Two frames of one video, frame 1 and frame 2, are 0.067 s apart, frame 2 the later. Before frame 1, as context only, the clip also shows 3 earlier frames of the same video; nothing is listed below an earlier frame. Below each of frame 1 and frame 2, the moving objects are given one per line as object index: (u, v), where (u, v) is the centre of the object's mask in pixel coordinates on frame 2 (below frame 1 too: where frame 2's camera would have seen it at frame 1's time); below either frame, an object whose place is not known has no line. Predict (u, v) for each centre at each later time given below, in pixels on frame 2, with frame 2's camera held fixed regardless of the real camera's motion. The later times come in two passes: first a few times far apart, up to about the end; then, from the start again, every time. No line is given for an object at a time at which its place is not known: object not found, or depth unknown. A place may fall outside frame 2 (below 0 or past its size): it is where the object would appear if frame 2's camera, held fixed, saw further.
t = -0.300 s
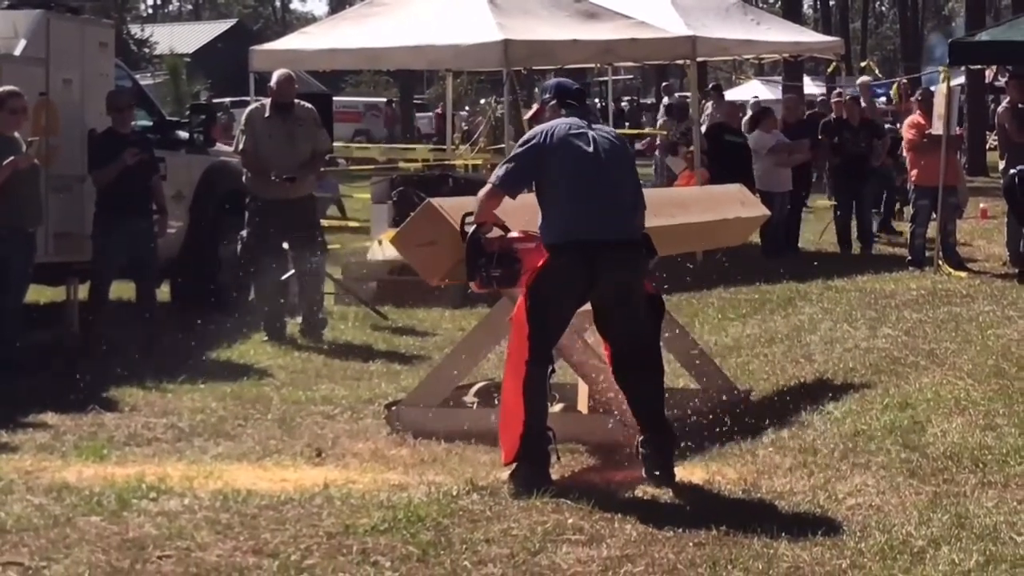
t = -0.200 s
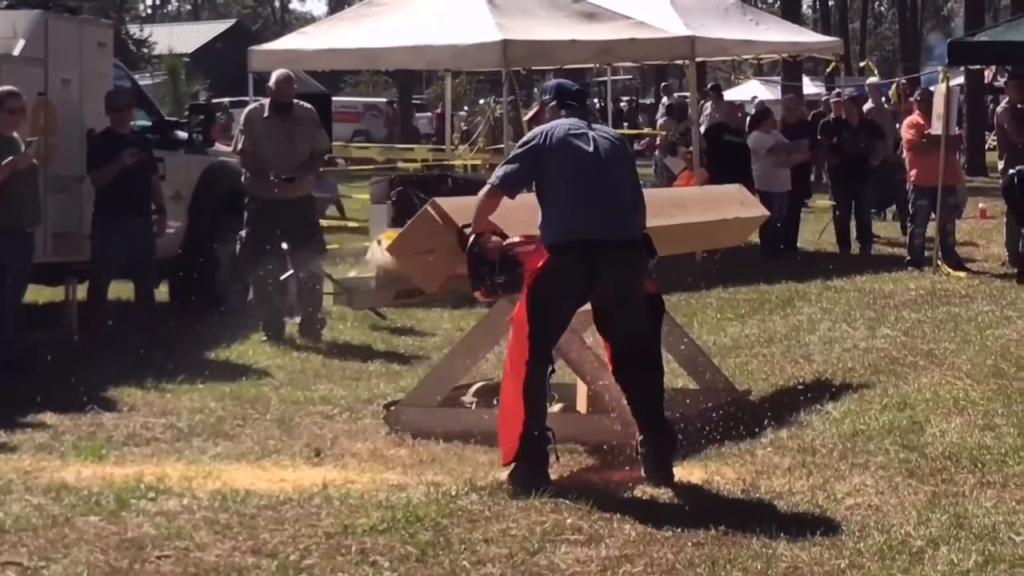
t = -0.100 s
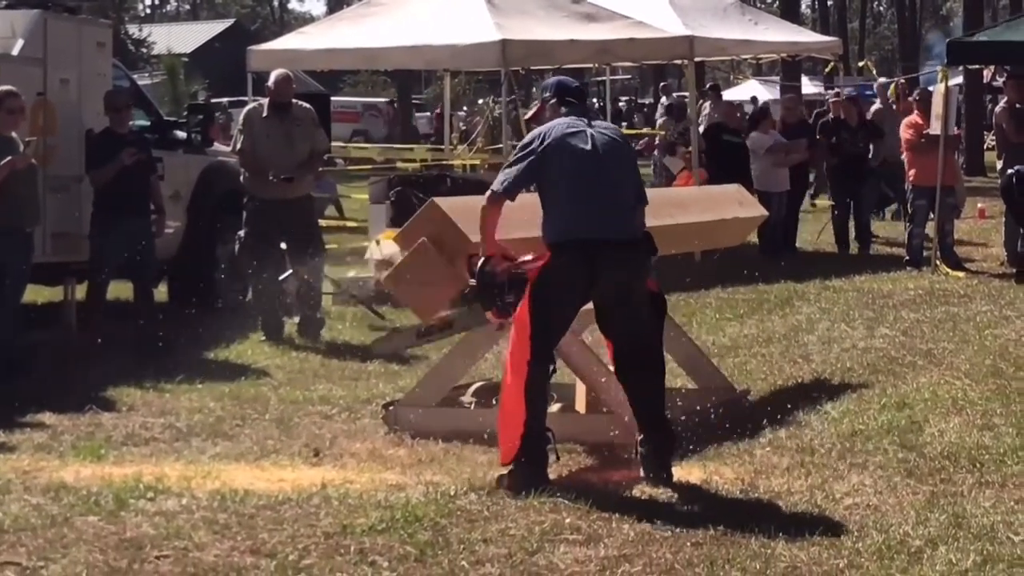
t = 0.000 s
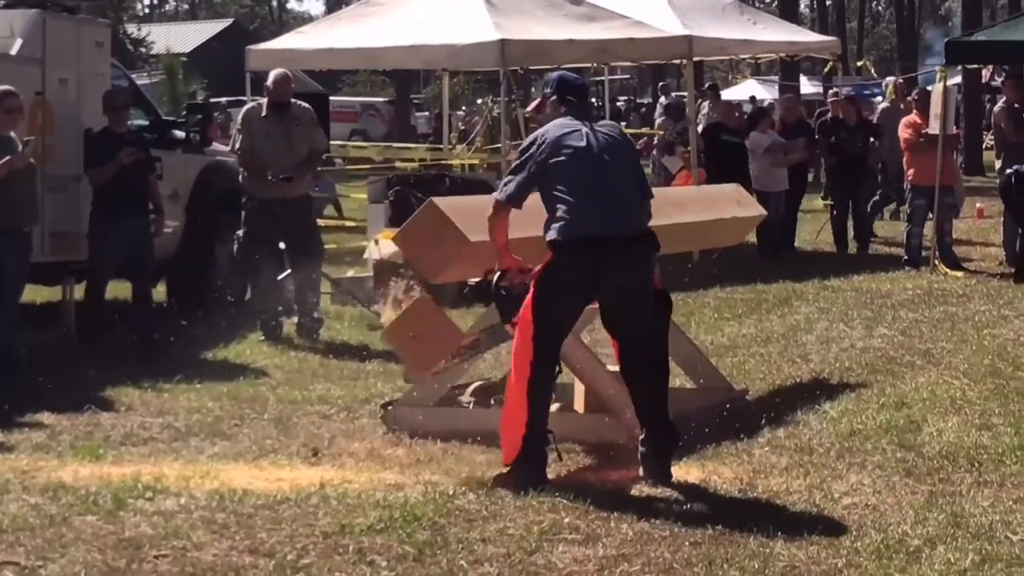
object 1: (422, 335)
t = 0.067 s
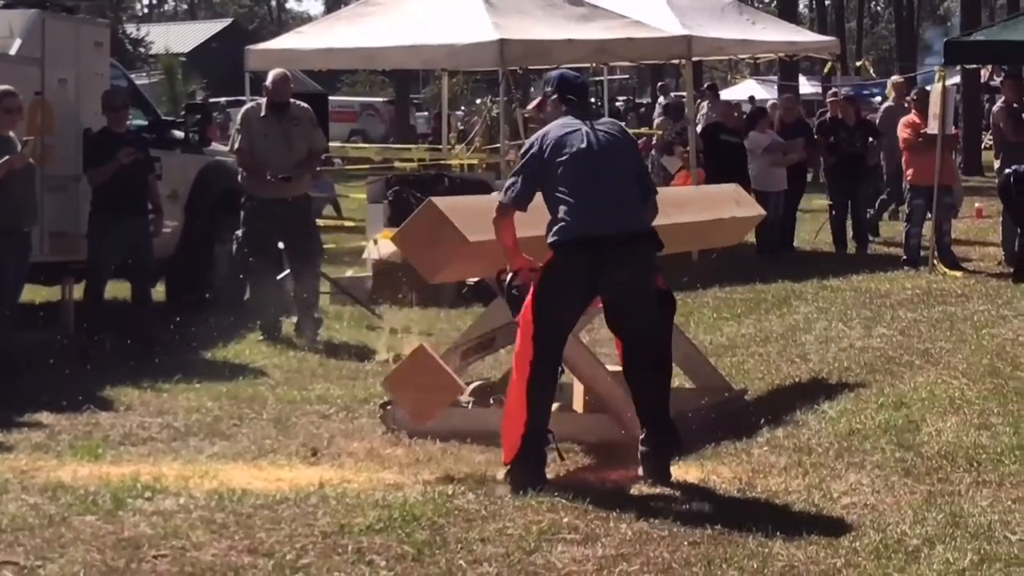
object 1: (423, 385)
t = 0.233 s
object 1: (422, 423)
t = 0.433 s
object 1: (422, 435)
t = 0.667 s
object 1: (416, 437)
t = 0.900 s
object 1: (397, 444)
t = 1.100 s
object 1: (395, 447)
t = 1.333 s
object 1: (402, 463)
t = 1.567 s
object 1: (402, 463)
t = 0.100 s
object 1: (422, 415)
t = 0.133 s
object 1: (422, 439)
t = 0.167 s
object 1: (422, 432)
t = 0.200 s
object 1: (421, 426)
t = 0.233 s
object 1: (422, 423)
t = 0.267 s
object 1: (422, 423)
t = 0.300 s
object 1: (422, 425)
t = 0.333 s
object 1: (423, 430)
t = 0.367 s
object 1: (423, 437)
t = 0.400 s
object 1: (422, 435)
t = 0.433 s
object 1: (422, 435)
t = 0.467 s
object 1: (422, 436)
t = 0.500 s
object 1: (421, 436)
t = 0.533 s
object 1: (421, 436)
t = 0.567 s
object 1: (420, 436)
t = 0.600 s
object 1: (419, 437)
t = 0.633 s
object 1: (418, 437)
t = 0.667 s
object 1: (416, 437)
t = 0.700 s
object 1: (414, 437)
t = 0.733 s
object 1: (413, 438)
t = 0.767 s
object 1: (410, 438)
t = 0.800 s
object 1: (407, 439)
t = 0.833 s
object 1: (404, 441)
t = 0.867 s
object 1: (401, 442)
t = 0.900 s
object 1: (397, 444)
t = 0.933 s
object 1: (394, 443)
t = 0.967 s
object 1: (393, 443)
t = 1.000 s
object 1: (393, 443)
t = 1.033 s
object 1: (394, 443)
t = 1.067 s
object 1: (395, 445)
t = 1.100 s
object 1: (395, 447)
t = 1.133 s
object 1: (399, 451)
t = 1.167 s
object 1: (401, 457)
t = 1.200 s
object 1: (400, 464)
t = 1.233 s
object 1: (402, 462)
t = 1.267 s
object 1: (402, 462)
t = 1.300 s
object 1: (402, 462)
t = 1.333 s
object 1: (402, 463)
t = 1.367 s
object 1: (402, 463)
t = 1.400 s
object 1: (402, 463)
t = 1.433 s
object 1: (402, 463)
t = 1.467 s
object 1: (402, 463)
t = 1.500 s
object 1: (402, 463)
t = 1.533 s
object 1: (402, 463)
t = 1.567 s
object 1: (402, 463)
